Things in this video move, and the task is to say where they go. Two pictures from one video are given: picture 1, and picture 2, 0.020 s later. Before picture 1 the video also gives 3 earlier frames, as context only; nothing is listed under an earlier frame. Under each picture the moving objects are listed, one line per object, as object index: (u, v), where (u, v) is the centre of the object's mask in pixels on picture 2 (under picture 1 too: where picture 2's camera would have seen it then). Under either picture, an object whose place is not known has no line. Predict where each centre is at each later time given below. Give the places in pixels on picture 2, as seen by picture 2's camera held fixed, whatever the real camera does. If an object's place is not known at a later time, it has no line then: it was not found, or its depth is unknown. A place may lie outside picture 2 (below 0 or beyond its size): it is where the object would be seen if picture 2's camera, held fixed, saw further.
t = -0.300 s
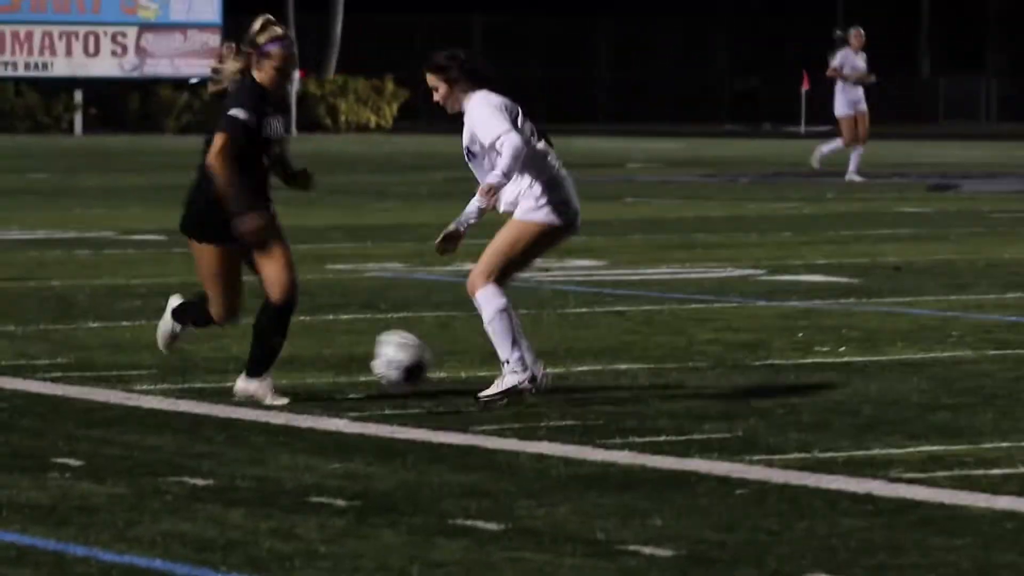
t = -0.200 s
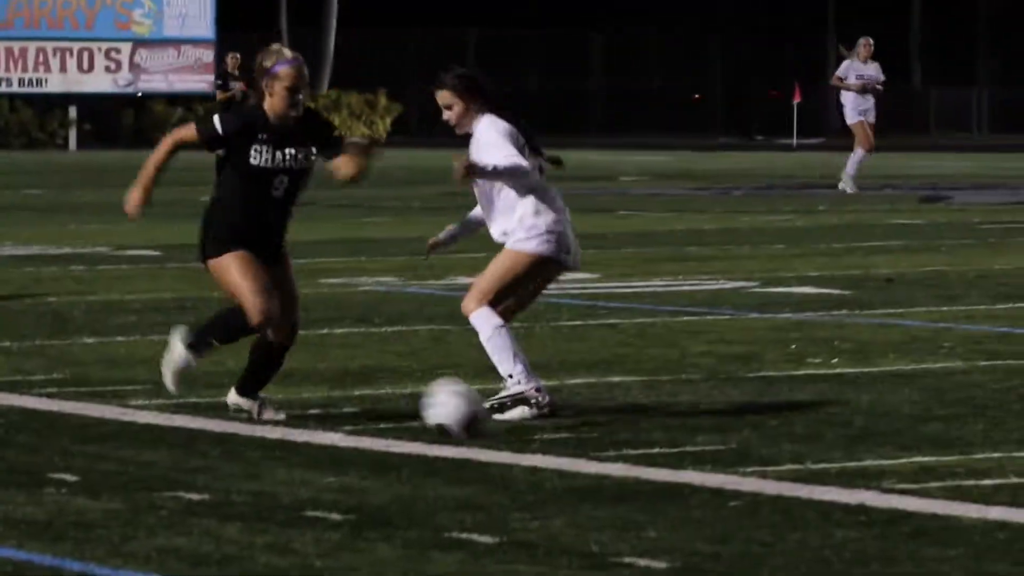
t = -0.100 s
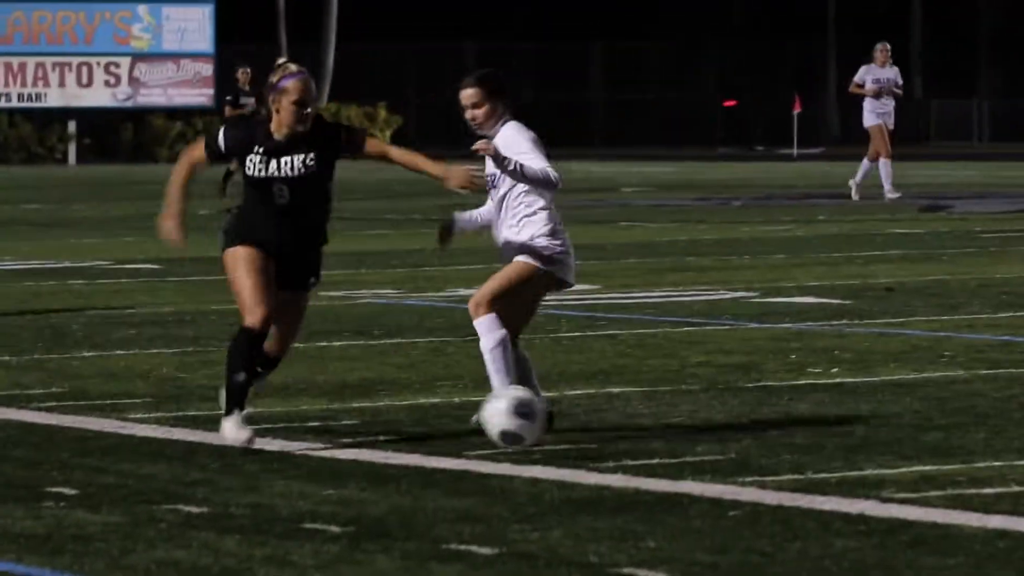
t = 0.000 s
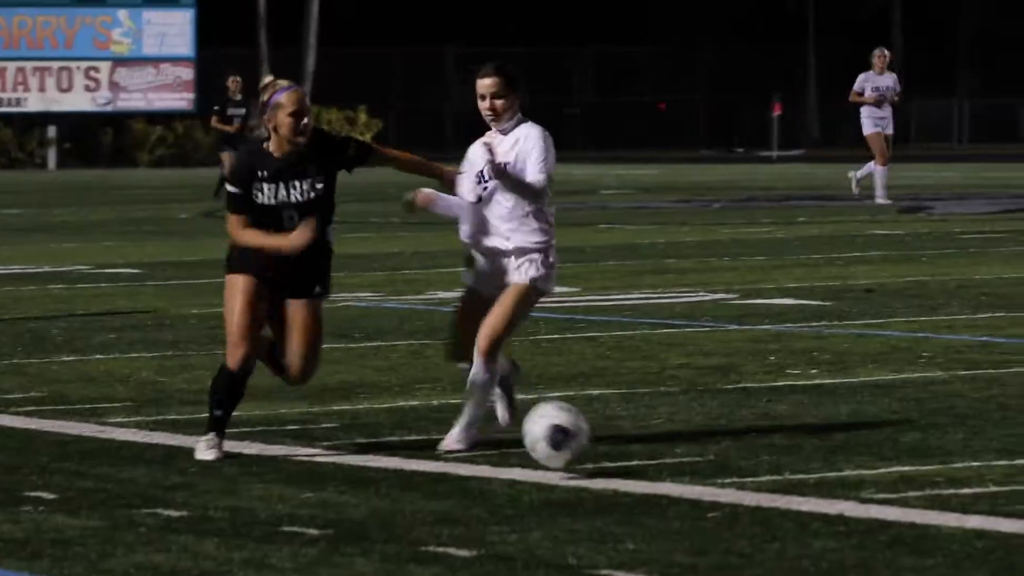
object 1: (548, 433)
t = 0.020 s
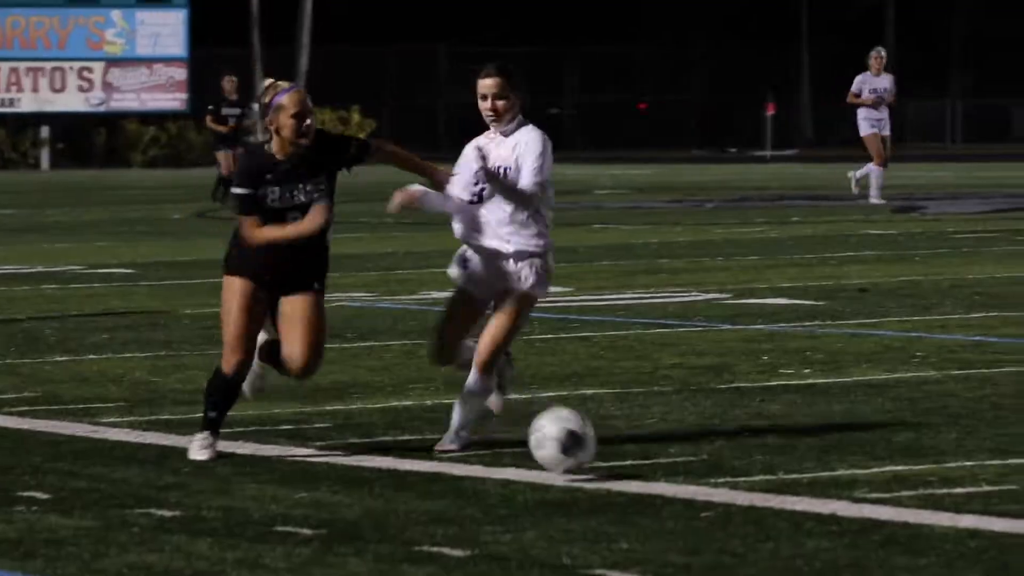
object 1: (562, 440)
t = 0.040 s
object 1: (575, 448)
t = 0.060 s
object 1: (589, 454)
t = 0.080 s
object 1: (602, 453)
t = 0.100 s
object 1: (618, 451)
